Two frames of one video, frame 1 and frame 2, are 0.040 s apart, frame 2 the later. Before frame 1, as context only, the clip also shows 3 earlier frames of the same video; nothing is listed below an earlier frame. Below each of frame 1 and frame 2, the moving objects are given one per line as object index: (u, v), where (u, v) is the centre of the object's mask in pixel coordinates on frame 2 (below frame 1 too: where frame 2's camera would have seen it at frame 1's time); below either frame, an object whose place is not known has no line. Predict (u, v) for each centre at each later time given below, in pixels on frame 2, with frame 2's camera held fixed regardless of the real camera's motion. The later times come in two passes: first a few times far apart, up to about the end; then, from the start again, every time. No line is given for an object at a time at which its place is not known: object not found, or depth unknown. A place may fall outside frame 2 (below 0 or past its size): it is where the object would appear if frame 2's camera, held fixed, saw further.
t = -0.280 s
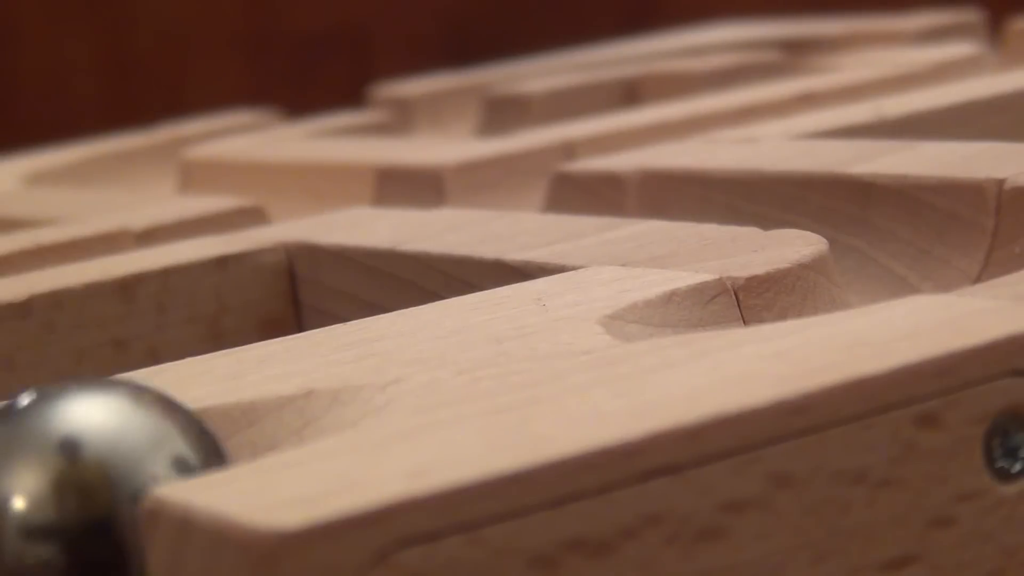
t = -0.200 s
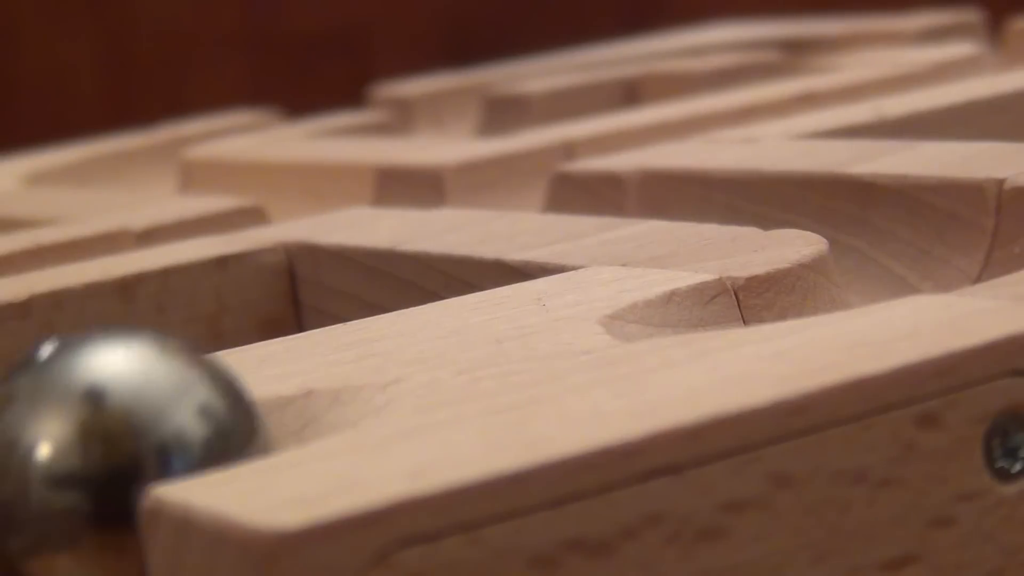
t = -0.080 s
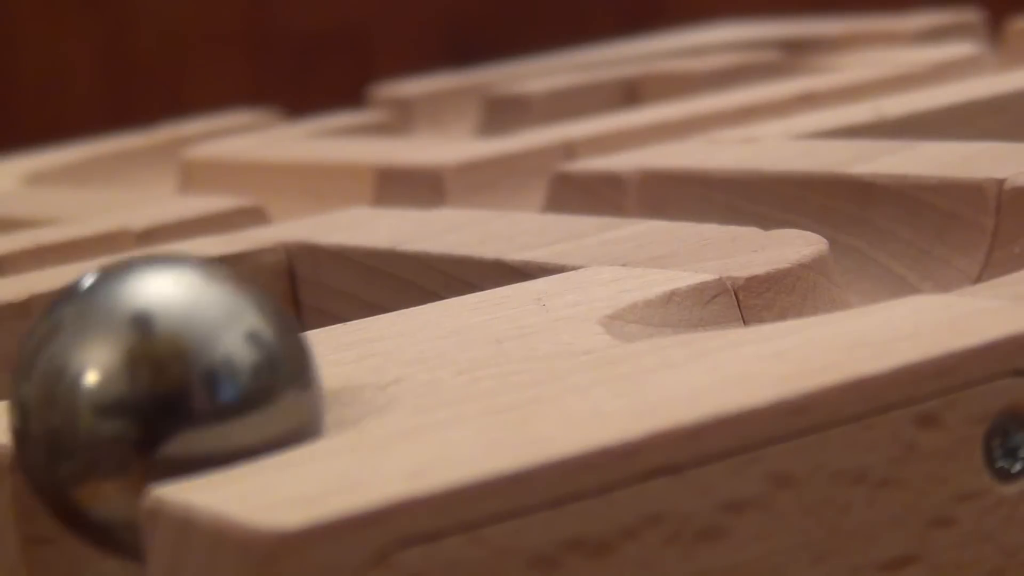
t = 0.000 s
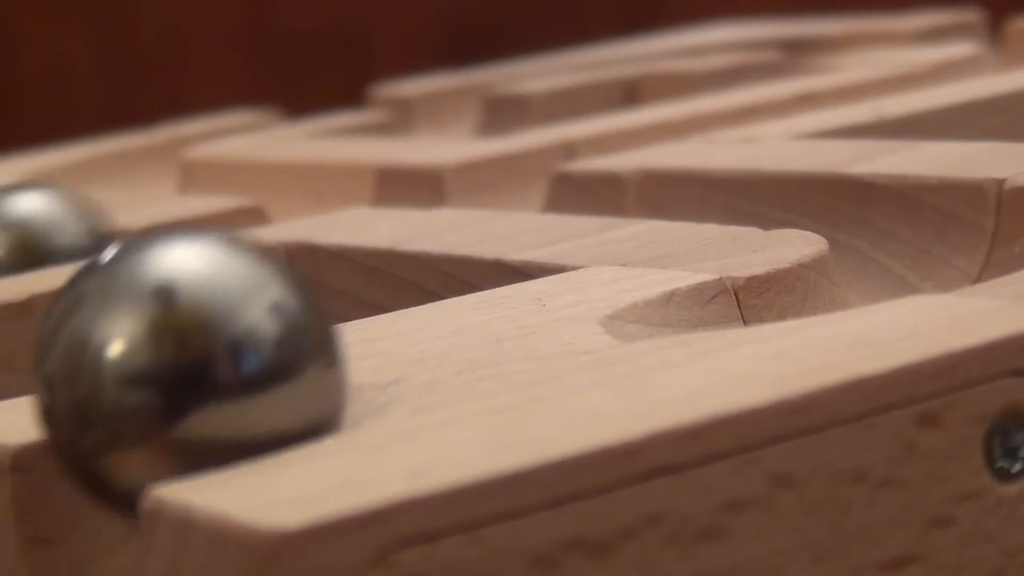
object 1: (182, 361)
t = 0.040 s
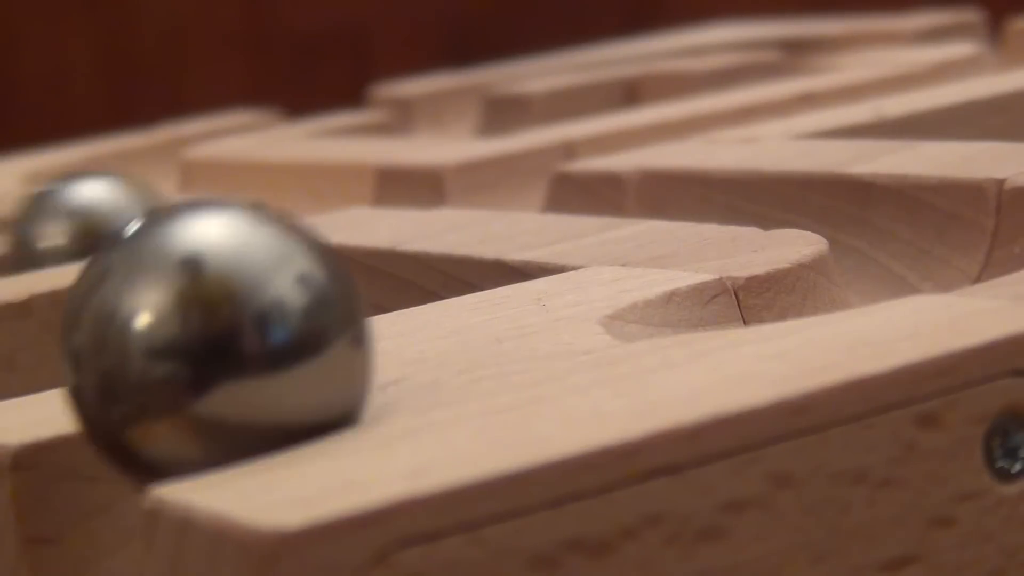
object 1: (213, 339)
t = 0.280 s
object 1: (332, 264)
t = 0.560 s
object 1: (486, 213)
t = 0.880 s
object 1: (657, 198)
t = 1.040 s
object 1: (947, 211)
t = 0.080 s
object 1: (229, 328)
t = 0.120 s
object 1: (245, 318)
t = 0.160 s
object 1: (267, 299)
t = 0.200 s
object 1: (297, 282)
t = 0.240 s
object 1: (314, 274)
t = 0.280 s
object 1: (332, 264)
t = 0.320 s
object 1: (358, 252)
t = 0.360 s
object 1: (390, 238)
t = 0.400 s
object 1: (414, 228)
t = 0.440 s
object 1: (431, 223)
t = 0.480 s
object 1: (471, 216)
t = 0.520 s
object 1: (495, 212)
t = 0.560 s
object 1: (486, 213)
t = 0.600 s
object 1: (498, 211)
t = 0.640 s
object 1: (535, 206)
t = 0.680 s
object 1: (568, 203)
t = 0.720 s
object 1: (575, 202)
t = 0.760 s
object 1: (578, 202)
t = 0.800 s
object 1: (594, 201)
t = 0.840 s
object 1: (618, 198)
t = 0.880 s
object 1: (657, 198)
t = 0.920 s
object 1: (752, 223)
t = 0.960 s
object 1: (882, 236)
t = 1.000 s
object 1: (938, 219)
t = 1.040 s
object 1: (947, 211)
